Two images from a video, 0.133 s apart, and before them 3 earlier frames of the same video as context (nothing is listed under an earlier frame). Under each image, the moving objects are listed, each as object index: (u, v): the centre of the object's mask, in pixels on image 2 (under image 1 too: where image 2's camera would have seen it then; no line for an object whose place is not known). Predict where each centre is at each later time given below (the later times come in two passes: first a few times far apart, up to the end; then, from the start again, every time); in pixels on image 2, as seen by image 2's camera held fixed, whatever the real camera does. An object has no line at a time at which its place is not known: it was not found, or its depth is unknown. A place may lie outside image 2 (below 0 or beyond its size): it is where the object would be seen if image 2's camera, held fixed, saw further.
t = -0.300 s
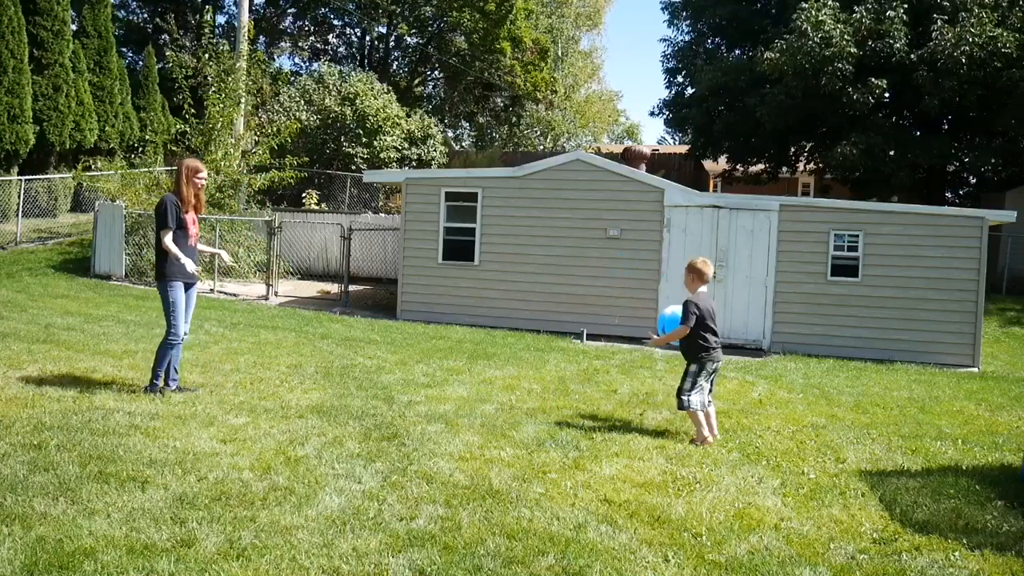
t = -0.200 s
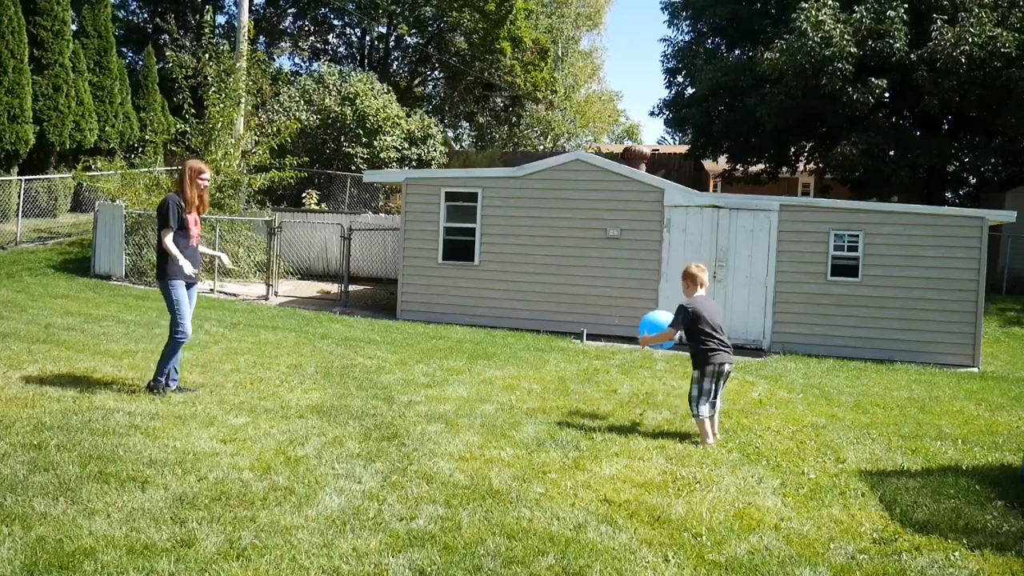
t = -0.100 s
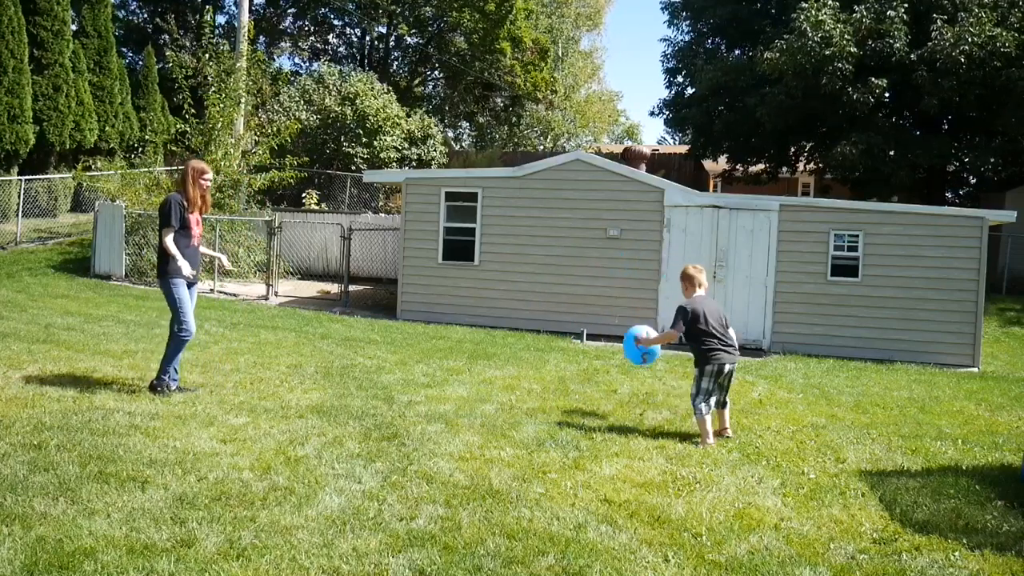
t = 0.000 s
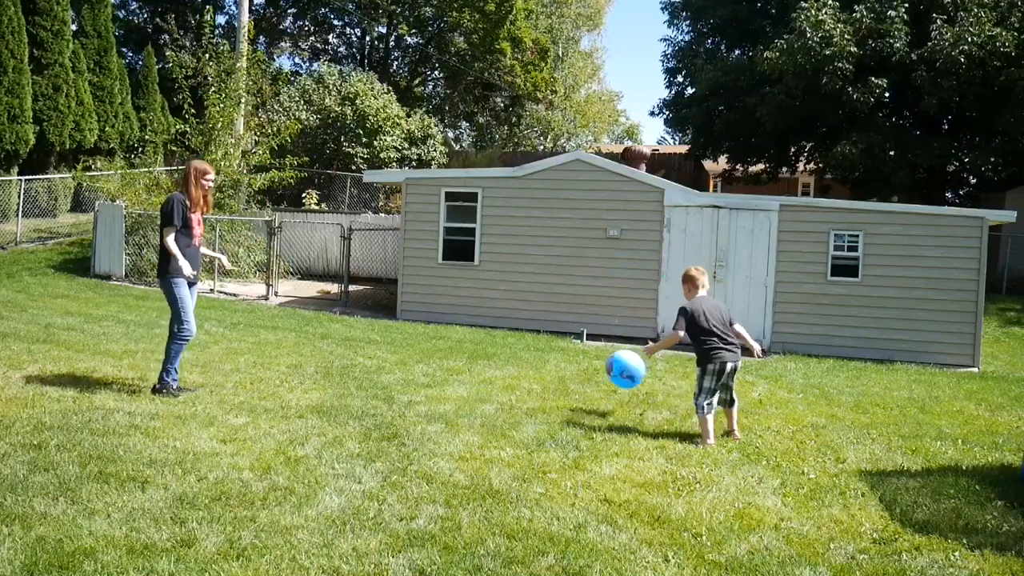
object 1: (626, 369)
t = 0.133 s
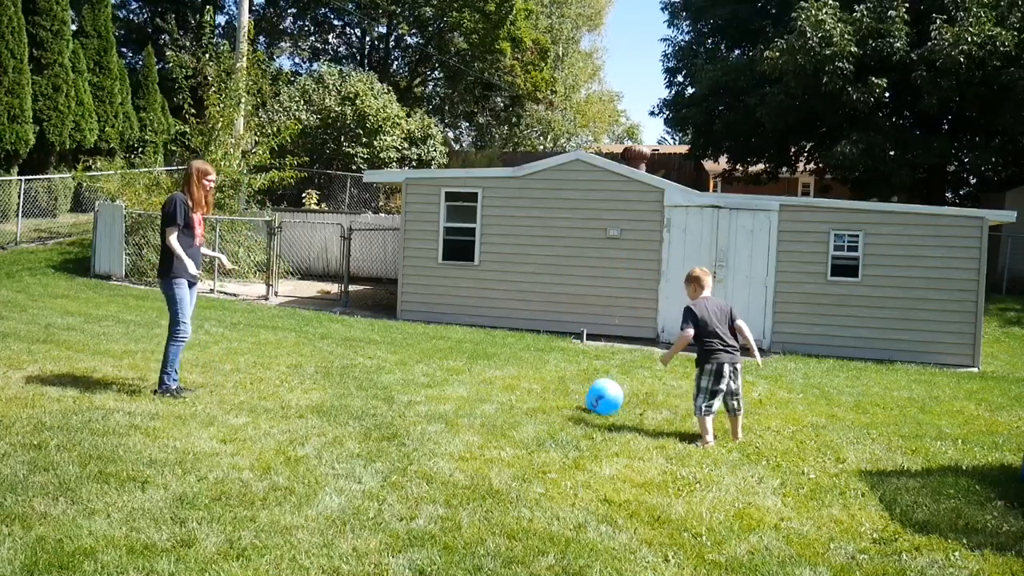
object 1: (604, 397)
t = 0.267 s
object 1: (585, 388)
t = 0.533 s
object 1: (556, 387)
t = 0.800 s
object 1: (541, 384)
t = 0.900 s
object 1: (538, 383)
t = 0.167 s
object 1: (600, 394)
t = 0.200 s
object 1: (595, 391)
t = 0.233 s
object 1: (590, 389)
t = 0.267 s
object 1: (585, 388)
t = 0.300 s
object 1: (581, 389)
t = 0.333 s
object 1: (576, 389)
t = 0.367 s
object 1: (572, 390)
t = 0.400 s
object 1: (568, 391)
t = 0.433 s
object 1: (564, 391)
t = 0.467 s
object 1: (561, 389)
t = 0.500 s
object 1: (559, 388)
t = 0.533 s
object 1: (556, 387)
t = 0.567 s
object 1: (554, 386)
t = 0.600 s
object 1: (551, 386)
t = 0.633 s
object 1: (549, 386)
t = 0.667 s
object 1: (547, 385)
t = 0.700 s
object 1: (546, 385)
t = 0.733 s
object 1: (544, 384)
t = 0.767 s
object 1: (543, 384)
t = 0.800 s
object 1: (541, 384)
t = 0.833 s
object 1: (540, 383)
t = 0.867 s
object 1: (539, 383)
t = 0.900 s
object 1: (538, 383)
